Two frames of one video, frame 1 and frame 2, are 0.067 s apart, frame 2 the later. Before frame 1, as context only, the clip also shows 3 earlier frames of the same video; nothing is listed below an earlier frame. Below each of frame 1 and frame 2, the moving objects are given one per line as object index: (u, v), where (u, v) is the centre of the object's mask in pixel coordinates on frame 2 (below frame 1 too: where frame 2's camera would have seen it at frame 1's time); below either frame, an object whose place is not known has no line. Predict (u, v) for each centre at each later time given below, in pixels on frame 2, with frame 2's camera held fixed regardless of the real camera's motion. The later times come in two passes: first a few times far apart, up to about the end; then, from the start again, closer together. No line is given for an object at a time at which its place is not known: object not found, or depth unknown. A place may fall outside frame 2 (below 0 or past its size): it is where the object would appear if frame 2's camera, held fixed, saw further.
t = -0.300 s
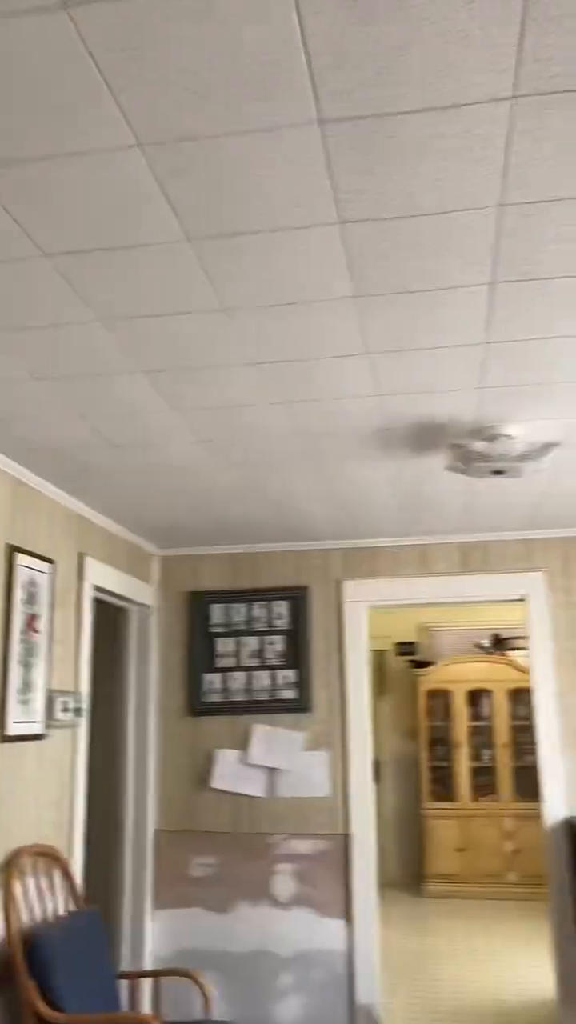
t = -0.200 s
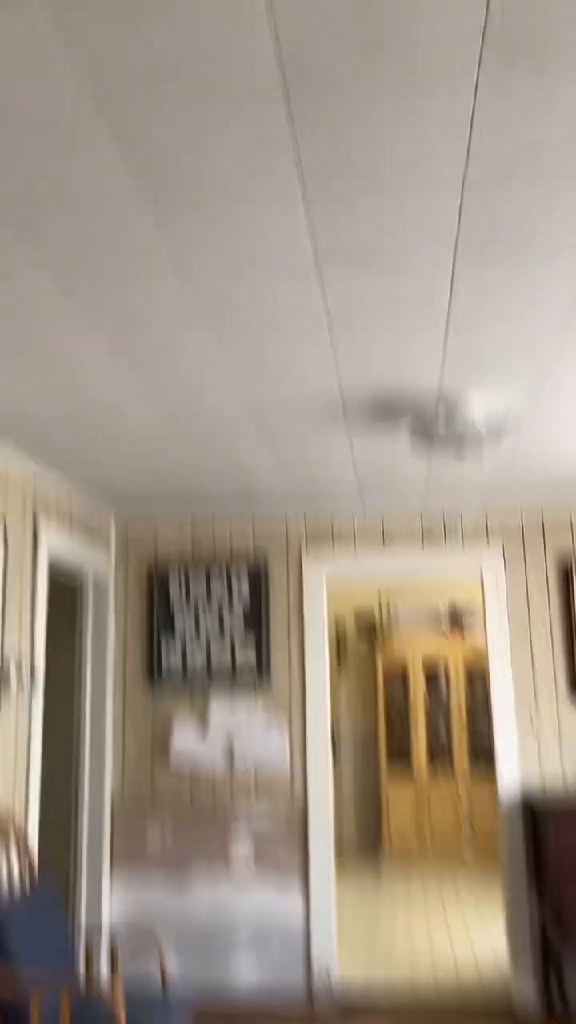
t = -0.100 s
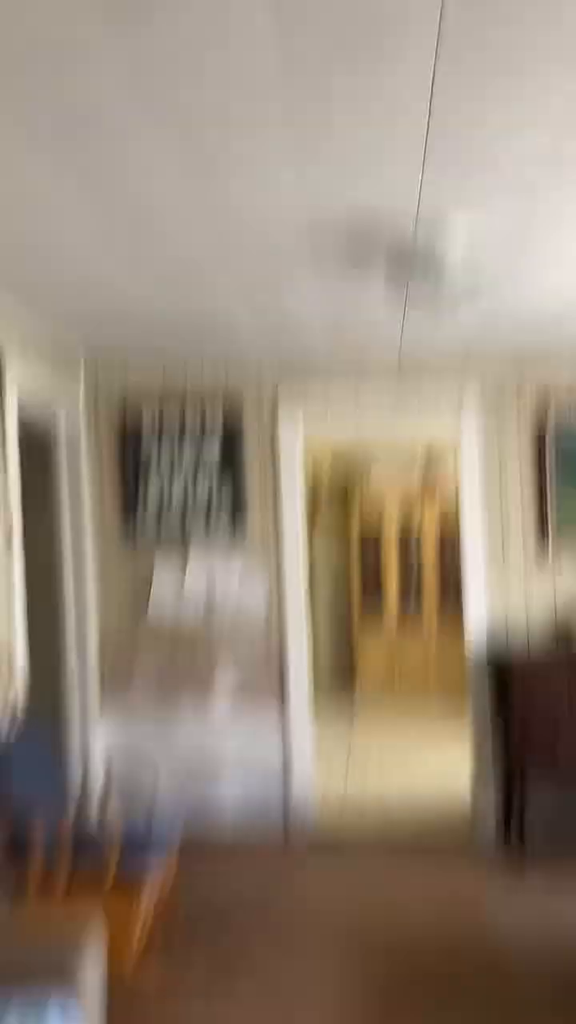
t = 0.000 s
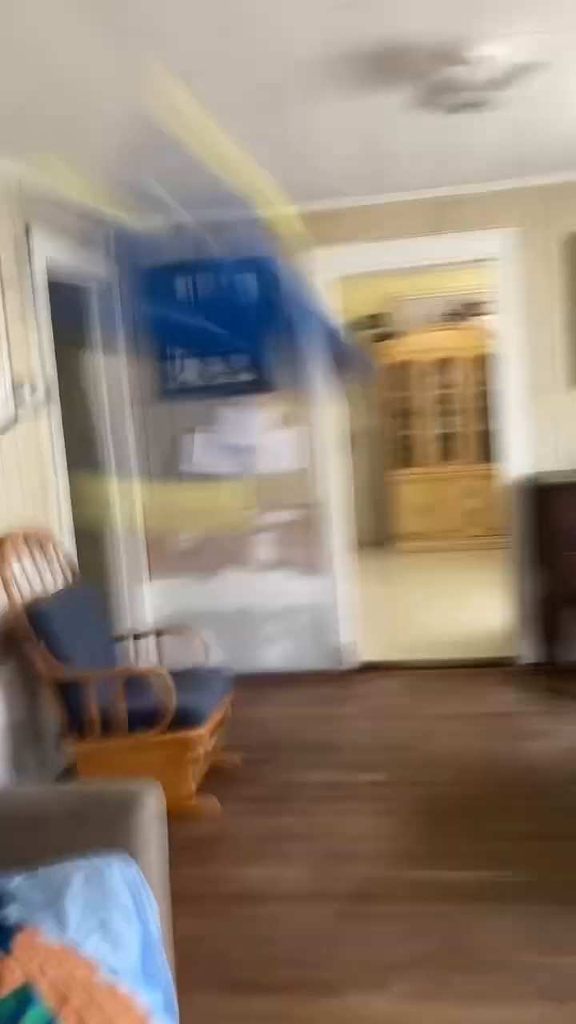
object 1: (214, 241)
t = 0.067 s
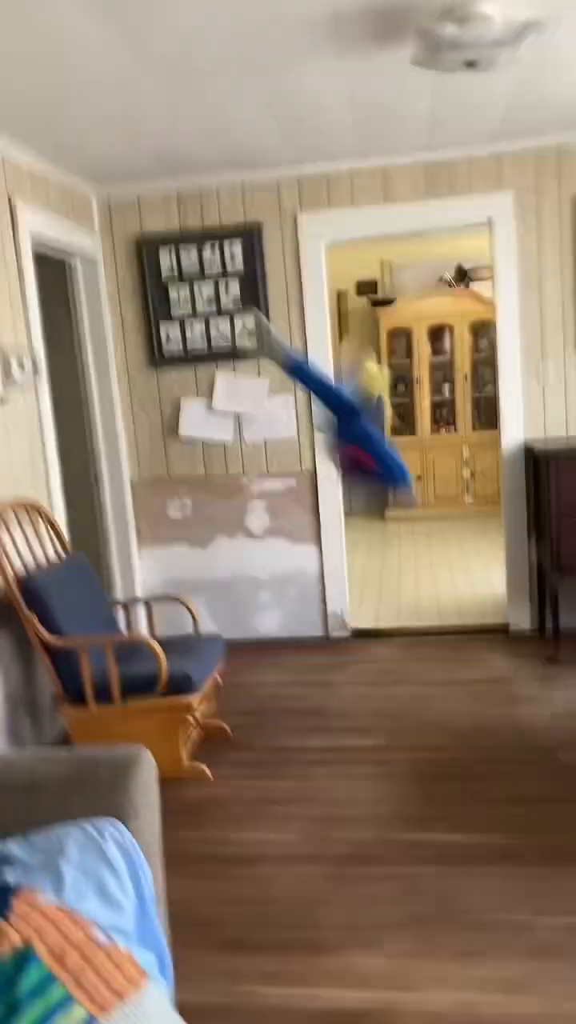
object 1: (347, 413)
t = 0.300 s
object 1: (432, 624)
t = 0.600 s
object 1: (457, 669)
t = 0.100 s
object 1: (373, 469)
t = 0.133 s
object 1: (402, 502)
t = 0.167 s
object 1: (410, 523)
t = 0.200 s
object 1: (419, 551)
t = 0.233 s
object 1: (425, 575)
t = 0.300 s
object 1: (432, 624)
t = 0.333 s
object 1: (436, 647)
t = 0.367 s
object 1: (440, 669)
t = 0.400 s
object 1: (444, 691)
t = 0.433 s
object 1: (445, 710)
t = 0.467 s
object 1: (446, 708)
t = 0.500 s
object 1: (450, 694)
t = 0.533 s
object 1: (453, 682)
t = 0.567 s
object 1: (455, 674)
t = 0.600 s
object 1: (457, 669)
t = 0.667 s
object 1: (459, 660)
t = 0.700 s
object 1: (463, 656)
